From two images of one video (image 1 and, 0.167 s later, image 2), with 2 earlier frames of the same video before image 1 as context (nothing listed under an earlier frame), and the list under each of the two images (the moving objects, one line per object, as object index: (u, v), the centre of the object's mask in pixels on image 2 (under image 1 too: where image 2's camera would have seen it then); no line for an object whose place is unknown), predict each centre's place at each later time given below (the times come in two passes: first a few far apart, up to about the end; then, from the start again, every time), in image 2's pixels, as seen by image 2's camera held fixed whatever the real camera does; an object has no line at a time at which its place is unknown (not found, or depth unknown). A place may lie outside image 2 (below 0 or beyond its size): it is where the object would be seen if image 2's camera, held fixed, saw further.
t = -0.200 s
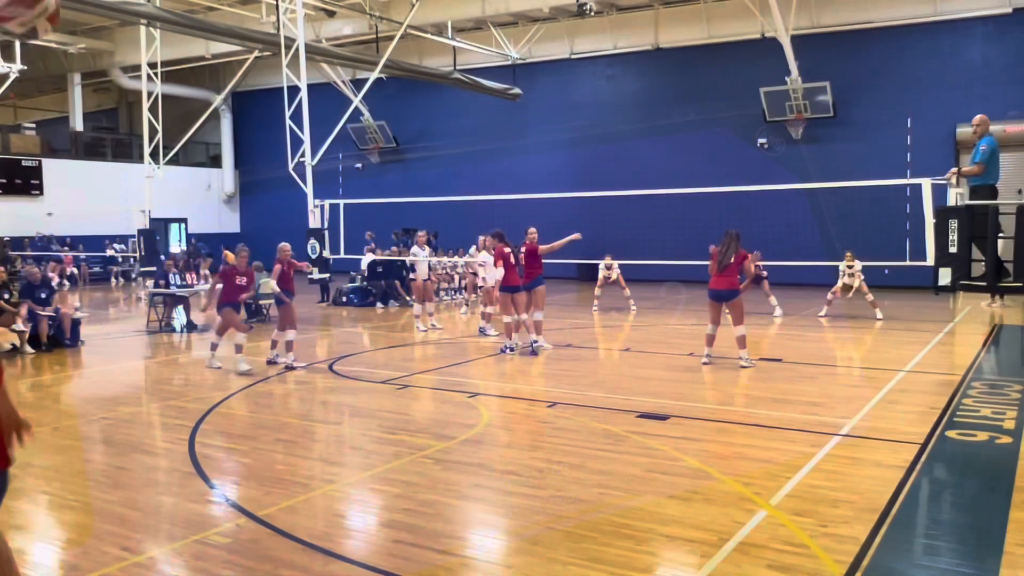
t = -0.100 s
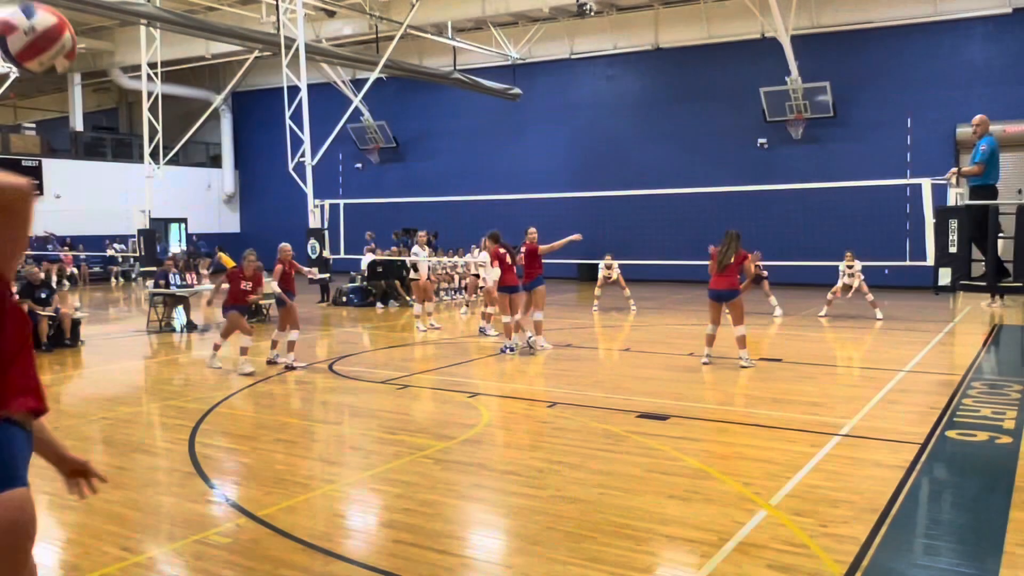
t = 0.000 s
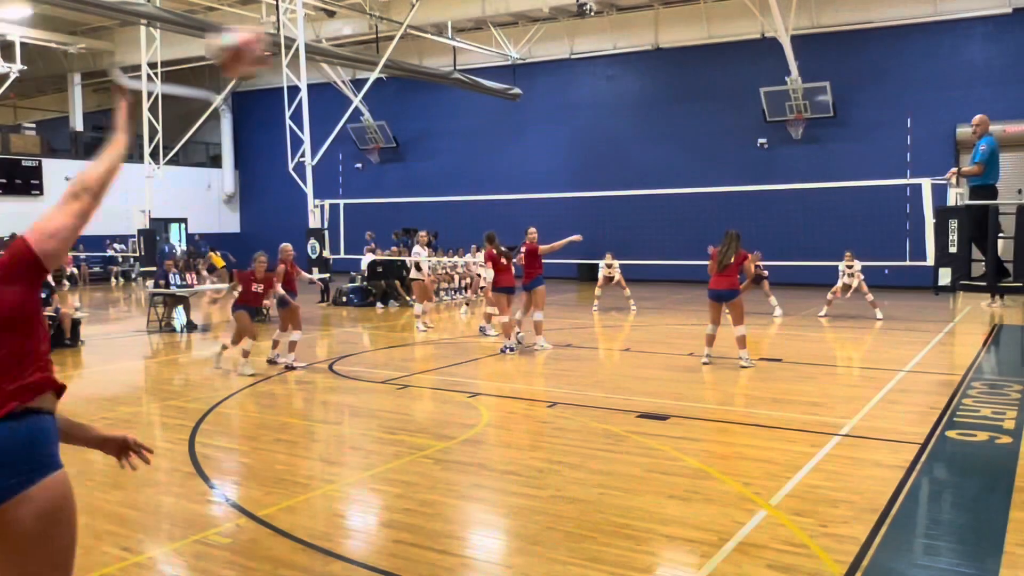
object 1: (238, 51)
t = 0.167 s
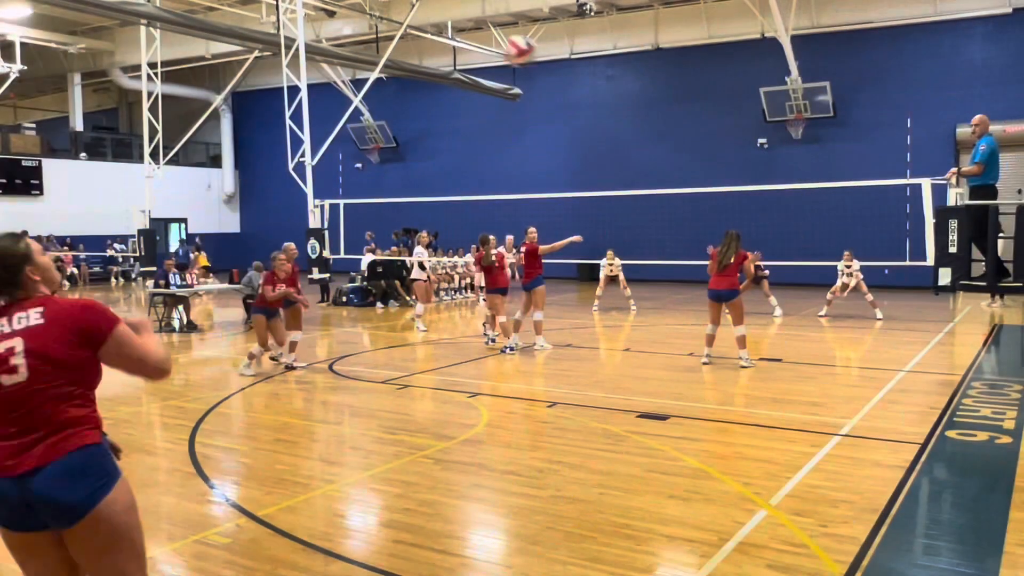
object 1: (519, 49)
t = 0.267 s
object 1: (596, 69)
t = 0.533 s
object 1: (691, 125)
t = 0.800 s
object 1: (728, 182)
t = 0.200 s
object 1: (550, 56)
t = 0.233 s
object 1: (575, 62)
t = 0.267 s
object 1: (596, 69)
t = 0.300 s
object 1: (613, 76)
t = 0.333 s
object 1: (629, 82)
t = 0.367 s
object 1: (643, 89)
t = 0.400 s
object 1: (654, 97)
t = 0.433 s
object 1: (665, 103)
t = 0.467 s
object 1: (675, 111)
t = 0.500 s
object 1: (683, 118)
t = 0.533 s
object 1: (691, 125)
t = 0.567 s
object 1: (698, 132)
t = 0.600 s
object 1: (704, 140)
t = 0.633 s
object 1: (709, 147)
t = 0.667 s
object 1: (714, 154)
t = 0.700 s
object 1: (718, 161)
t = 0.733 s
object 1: (722, 168)
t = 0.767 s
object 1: (725, 176)
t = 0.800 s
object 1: (728, 182)
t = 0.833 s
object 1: (730, 193)
